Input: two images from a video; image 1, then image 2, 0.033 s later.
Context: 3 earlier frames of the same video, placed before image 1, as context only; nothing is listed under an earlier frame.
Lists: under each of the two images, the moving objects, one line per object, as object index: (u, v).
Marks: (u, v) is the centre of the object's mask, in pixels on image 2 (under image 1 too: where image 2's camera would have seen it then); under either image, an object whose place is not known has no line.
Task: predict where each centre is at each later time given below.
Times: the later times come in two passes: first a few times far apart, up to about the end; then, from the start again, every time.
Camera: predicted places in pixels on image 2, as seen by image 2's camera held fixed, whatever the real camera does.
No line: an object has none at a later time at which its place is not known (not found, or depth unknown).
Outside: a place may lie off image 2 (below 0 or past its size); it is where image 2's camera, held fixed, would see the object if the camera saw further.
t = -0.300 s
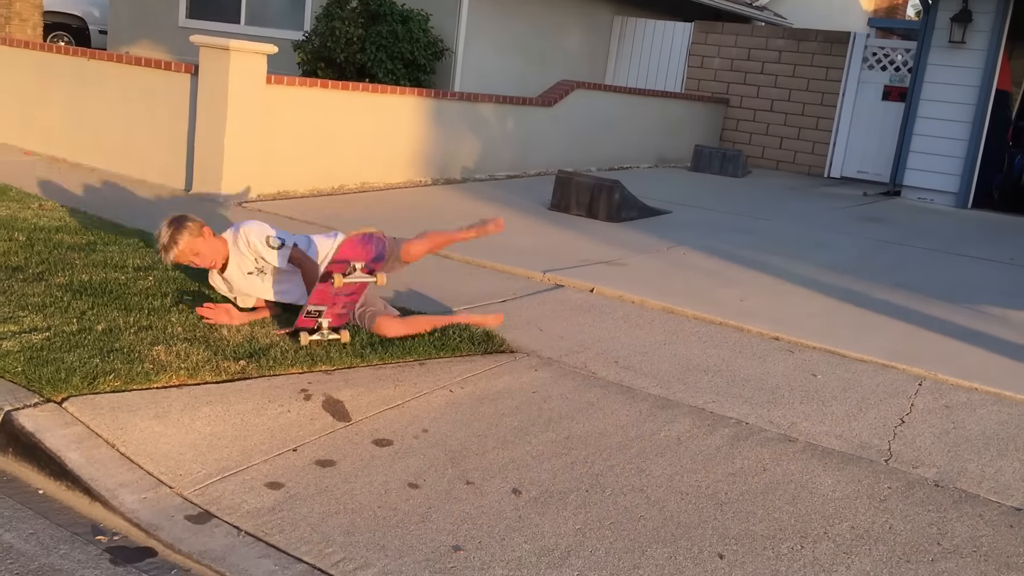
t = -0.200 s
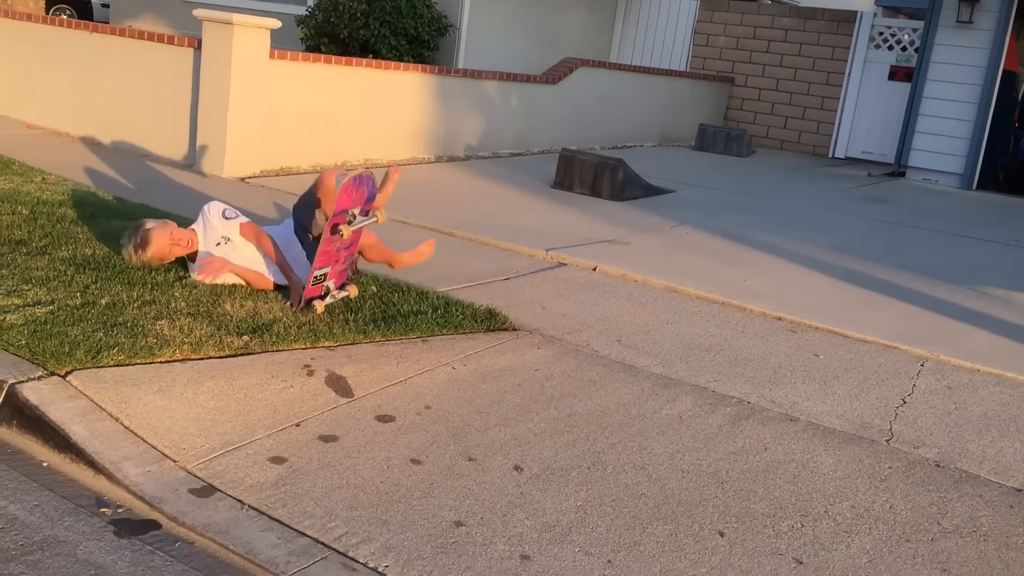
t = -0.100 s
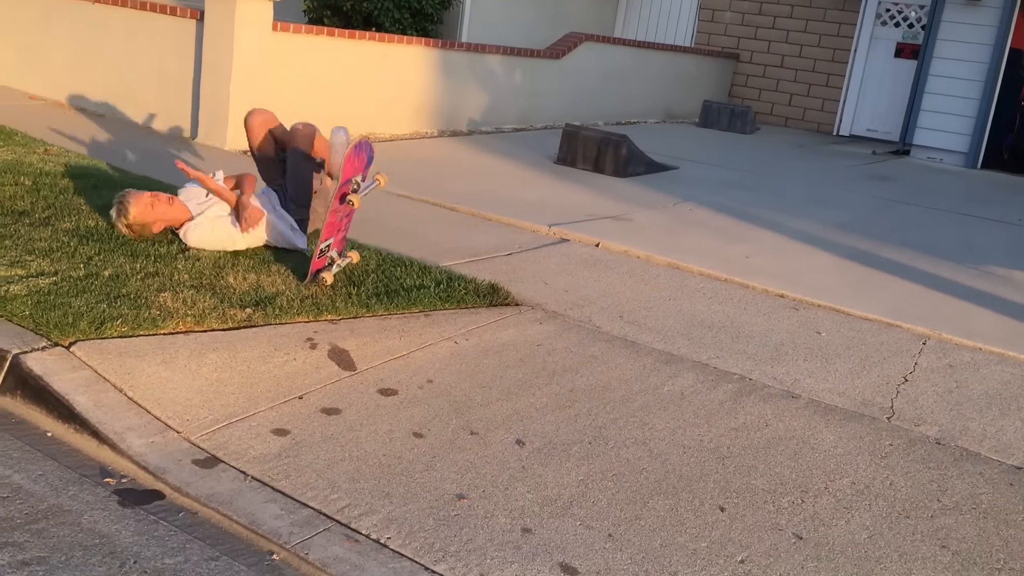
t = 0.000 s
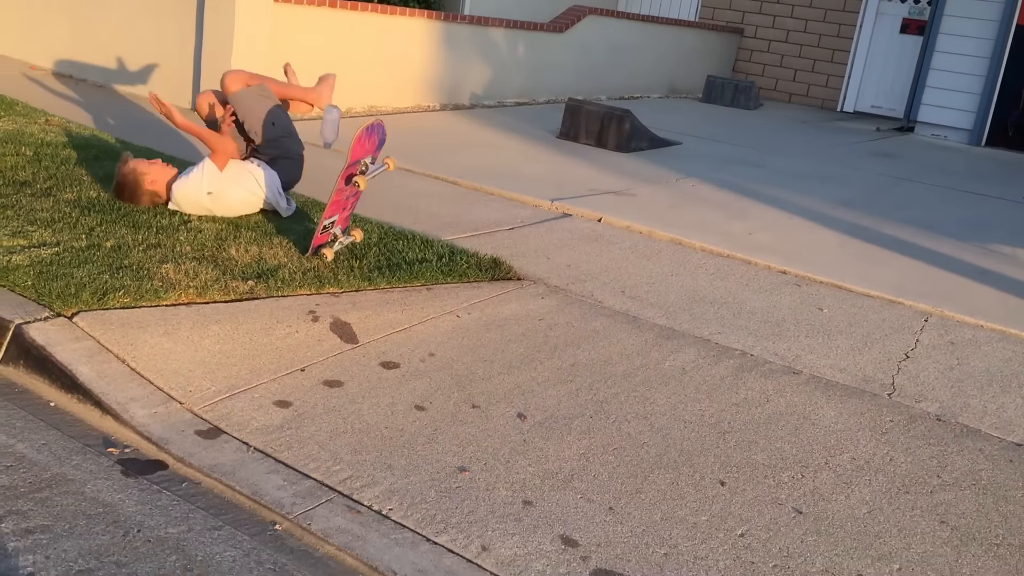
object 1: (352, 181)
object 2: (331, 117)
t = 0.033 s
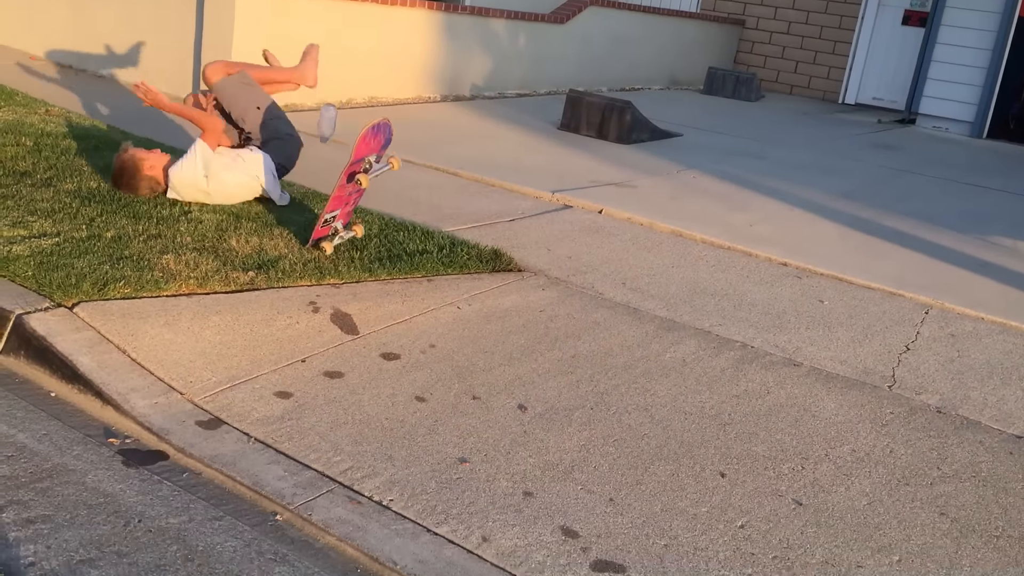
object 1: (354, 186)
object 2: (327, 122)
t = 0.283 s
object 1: (369, 264)
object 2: (298, 202)
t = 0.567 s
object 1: (382, 289)
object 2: (301, 206)
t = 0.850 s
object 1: (405, 319)
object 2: (302, 206)
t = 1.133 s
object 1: (439, 364)
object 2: (302, 206)
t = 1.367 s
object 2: (302, 206)
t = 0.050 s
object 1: (356, 190)
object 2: (325, 126)
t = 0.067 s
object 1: (357, 194)
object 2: (323, 130)
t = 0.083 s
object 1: (359, 198)
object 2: (322, 135)
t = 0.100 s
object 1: (361, 203)
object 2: (320, 141)
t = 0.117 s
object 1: (363, 208)
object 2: (317, 148)
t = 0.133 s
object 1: (365, 215)
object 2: (315, 155)
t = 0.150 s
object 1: (367, 222)
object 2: (313, 162)
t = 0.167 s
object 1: (370, 229)
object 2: (311, 170)
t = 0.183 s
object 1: (371, 238)
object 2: (309, 179)
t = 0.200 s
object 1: (370, 246)
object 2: (306, 189)
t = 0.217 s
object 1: (365, 250)
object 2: (303, 197)
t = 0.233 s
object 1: (367, 254)
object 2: (302, 204)
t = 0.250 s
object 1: (367, 260)
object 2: (300, 205)
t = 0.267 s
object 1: (368, 264)
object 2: (299, 204)
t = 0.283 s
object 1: (369, 264)
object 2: (298, 202)
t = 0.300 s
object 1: (370, 265)
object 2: (297, 201)
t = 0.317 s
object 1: (371, 266)
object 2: (296, 200)
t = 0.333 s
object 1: (371, 267)
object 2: (296, 199)
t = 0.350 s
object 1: (372, 269)
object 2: (295, 198)
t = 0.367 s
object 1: (373, 271)
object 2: (295, 198)
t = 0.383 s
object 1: (374, 273)
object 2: (295, 198)
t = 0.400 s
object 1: (374, 275)
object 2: (295, 198)
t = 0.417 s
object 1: (375, 276)
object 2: (295, 198)
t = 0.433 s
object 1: (375, 276)
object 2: (295, 198)
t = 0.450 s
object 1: (376, 277)
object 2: (295, 199)
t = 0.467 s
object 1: (377, 279)
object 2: (296, 199)
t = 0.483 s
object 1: (378, 281)
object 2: (296, 201)
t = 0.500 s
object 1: (379, 282)
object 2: (297, 202)
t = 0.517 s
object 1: (380, 284)
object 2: (299, 203)
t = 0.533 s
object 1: (381, 287)
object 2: (300, 205)
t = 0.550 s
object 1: (381, 288)
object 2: (301, 207)
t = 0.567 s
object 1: (382, 289)
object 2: (301, 206)
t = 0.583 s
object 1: (384, 290)
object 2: (301, 207)
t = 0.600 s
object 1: (385, 292)
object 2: (301, 206)
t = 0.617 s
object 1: (386, 293)
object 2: (301, 206)
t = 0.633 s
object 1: (387, 295)
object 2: (301, 206)
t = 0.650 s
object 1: (388, 296)
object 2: (301, 206)
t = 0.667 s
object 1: (390, 298)
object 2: (301, 206)
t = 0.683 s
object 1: (391, 300)
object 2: (301, 206)
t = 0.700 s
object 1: (392, 301)
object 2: (301, 206)
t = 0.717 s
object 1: (394, 303)
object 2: (302, 206)
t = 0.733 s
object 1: (395, 304)
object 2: (302, 206)
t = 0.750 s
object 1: (396, 306)
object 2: (302, 206)
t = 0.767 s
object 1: (397, 308)
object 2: (302, 206)
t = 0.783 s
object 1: (399, 309)
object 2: (302, 206)
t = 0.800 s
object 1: (400, 312)
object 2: (302, 206)
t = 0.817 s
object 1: (402, 314)
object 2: (301, 206)
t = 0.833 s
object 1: (404, 317)
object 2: (302, 206)
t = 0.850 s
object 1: (405, 319)
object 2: (302, 206)
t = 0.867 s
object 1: (407, 322)
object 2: (302, 206)
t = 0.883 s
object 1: (409, 324)
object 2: (302, 206)
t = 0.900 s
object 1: (410, 327)
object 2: (302, 206)
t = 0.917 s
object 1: (412, 329)
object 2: (302, 206)
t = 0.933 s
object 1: (413, 332)
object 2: (302, 206)
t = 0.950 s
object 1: (415, 334)
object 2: (302, 206)
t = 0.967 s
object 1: (417, 337)
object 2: (302, 206)
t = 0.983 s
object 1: (419, 339)
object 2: (301, 206)
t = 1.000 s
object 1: (421, 342)
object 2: (302, 206)
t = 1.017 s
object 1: (423, 345)
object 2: (302, 206)
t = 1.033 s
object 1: (425, 348)
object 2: (302, 206)
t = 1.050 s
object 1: (427, 351)
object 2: (302, 206)
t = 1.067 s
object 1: (428, 354)
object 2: (302, 206)
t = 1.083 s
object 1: (432, 356)
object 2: (302, 206)
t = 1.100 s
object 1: (433, 359)
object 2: (302, 206)
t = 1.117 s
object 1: (435, 362)
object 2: (302, 206)
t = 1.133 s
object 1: (439, 364)
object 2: (302, 206)
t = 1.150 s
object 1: (441, 368)
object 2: (302, 206)
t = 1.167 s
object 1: (443, 370)
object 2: (302, 206)
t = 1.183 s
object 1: (446, 373)
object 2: (301, 206)
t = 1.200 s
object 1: (448, 376)
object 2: (302, 206)
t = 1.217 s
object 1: (451, 379)
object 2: (302, 206)
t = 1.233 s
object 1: (453, 382)
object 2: (302, 206)
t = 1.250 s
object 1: (456, 385)
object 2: (302, 206)
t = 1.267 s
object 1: (459, 388)
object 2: (302, 206)
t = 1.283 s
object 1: (462, 391)
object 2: (302, 206)
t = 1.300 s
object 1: (464, 395)
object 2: (302, 206)
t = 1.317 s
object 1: (467, 398)
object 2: (302, 206)
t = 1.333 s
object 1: (470, 401)
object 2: (302, 206)
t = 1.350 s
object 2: (302, 206)
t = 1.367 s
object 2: (302, 206)
